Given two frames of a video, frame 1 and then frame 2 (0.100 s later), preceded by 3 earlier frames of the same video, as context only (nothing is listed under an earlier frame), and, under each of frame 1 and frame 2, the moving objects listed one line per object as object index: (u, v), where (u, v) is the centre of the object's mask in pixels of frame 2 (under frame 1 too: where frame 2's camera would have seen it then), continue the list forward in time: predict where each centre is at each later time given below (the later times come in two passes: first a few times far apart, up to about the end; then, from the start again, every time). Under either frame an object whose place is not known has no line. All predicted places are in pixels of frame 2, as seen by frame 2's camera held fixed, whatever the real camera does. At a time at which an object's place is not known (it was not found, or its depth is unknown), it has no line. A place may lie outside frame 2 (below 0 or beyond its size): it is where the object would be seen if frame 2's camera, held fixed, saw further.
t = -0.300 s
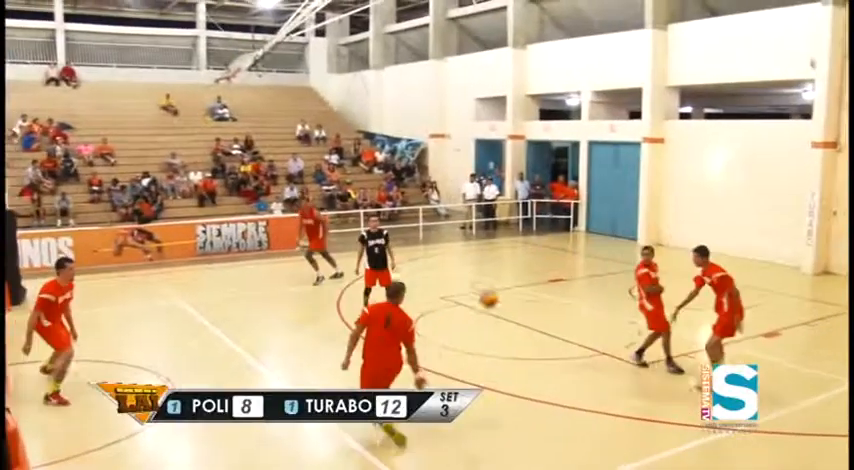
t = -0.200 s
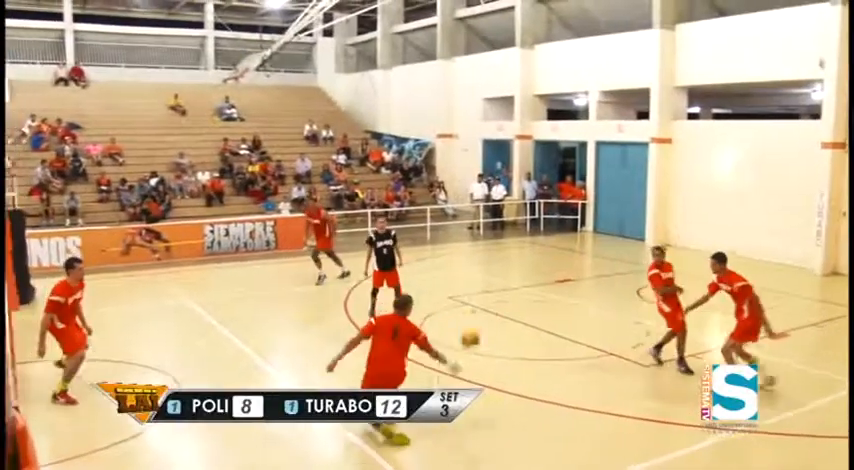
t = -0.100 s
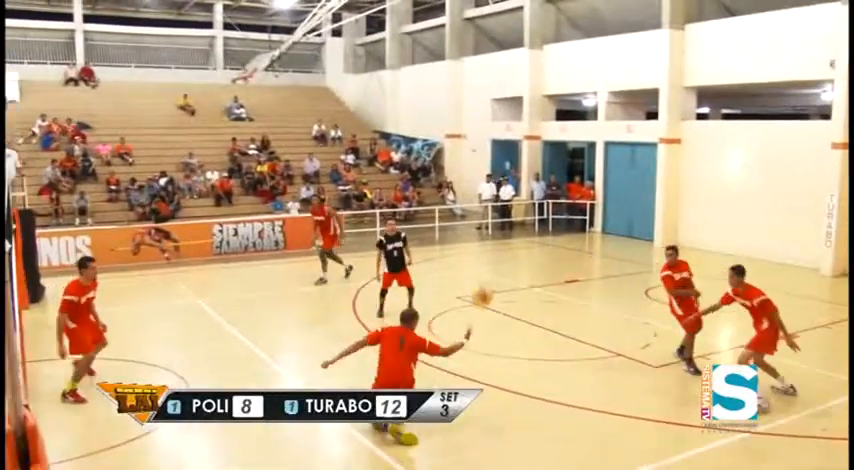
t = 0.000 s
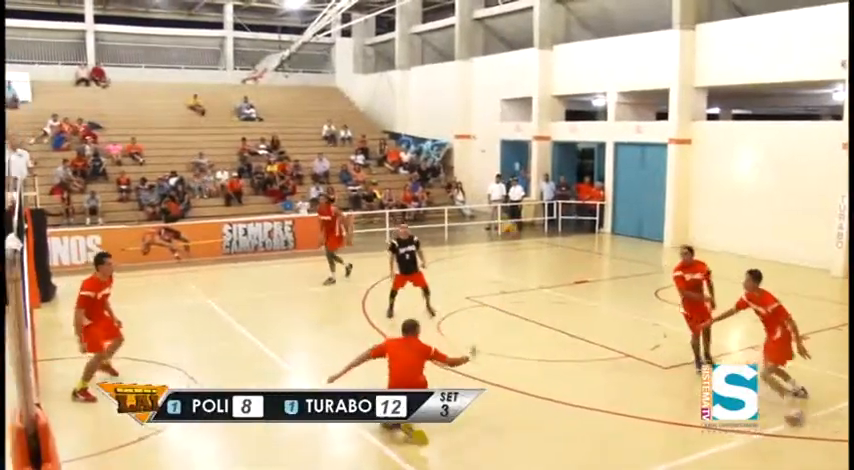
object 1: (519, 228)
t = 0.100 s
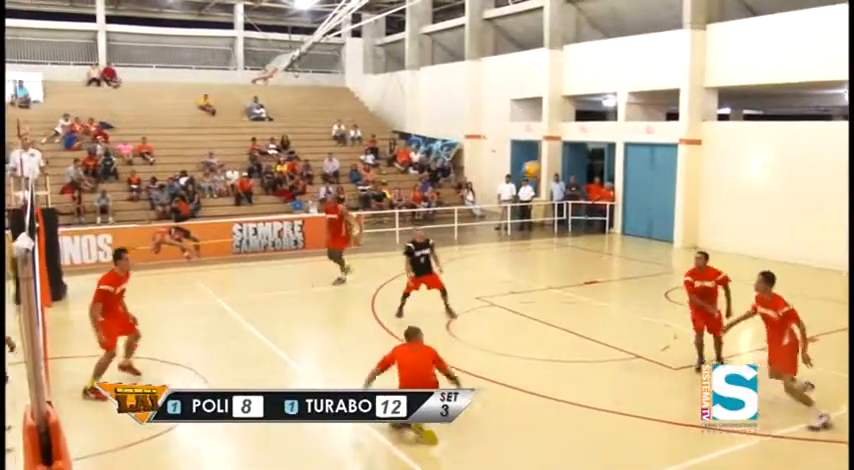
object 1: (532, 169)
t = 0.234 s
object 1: (551, 112)
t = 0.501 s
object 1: (587, 39)
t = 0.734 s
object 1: (614, 29)
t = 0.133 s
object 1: (537, 154)
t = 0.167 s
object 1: (541, 141)
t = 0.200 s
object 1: (547, 127)
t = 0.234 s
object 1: (551, 112)
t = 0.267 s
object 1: (556, 100)
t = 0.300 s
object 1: (560, 88)
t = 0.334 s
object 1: (565, 78)
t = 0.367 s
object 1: (569, 68)
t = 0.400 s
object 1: (574, 58)
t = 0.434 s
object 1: (578, 50)
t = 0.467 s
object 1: (583, 44)
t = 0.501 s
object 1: (587, 39)
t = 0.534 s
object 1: (590, 34)
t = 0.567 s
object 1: (593, 31)
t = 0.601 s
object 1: (598, 28)
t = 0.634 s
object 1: (602, 28)
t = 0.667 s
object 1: (606, 28)
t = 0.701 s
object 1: (610, 28)
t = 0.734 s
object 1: (614, 29)
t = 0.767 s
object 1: (618, 31)
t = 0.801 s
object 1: (622, 34)
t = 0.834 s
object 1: (625, 39)
